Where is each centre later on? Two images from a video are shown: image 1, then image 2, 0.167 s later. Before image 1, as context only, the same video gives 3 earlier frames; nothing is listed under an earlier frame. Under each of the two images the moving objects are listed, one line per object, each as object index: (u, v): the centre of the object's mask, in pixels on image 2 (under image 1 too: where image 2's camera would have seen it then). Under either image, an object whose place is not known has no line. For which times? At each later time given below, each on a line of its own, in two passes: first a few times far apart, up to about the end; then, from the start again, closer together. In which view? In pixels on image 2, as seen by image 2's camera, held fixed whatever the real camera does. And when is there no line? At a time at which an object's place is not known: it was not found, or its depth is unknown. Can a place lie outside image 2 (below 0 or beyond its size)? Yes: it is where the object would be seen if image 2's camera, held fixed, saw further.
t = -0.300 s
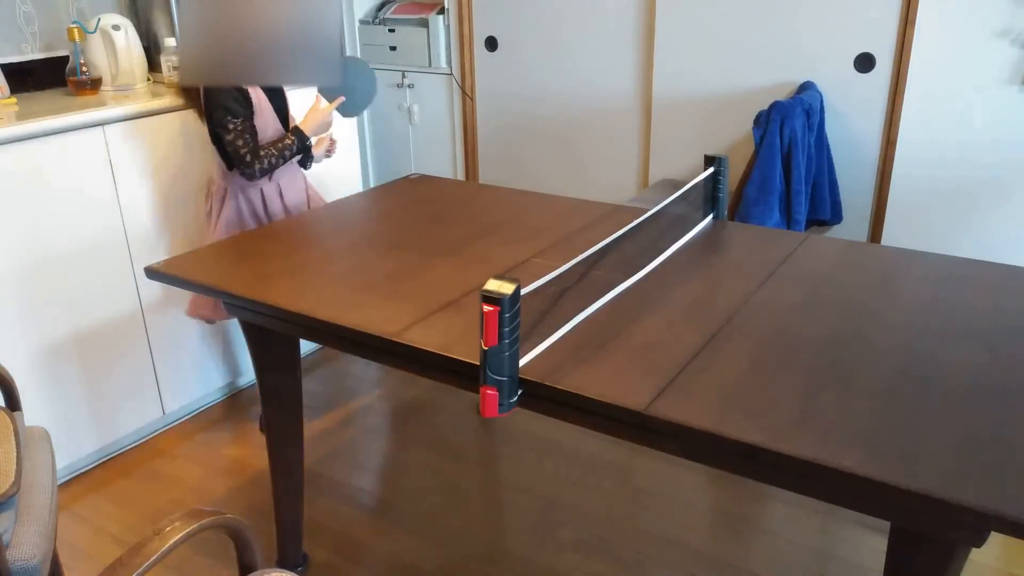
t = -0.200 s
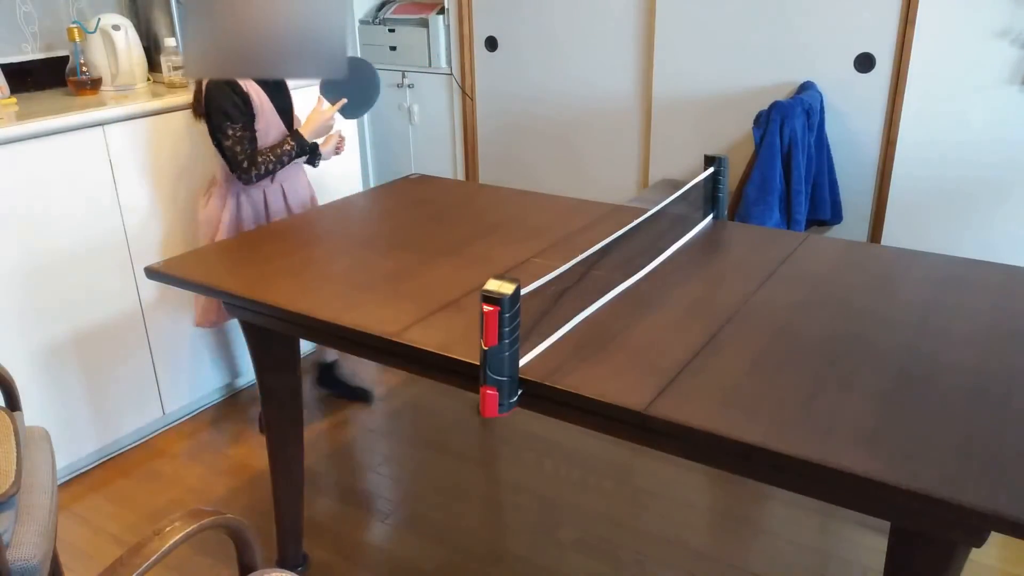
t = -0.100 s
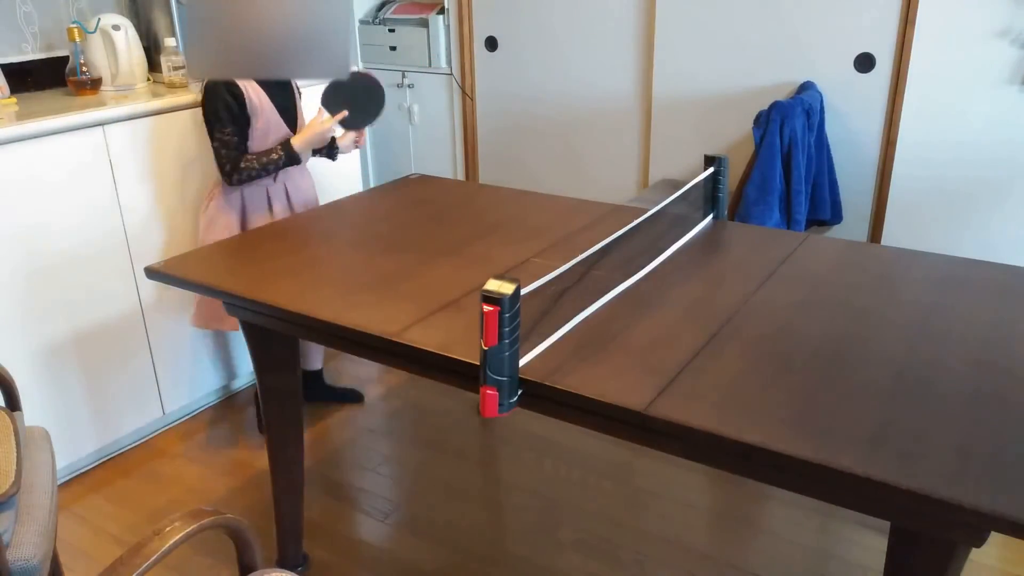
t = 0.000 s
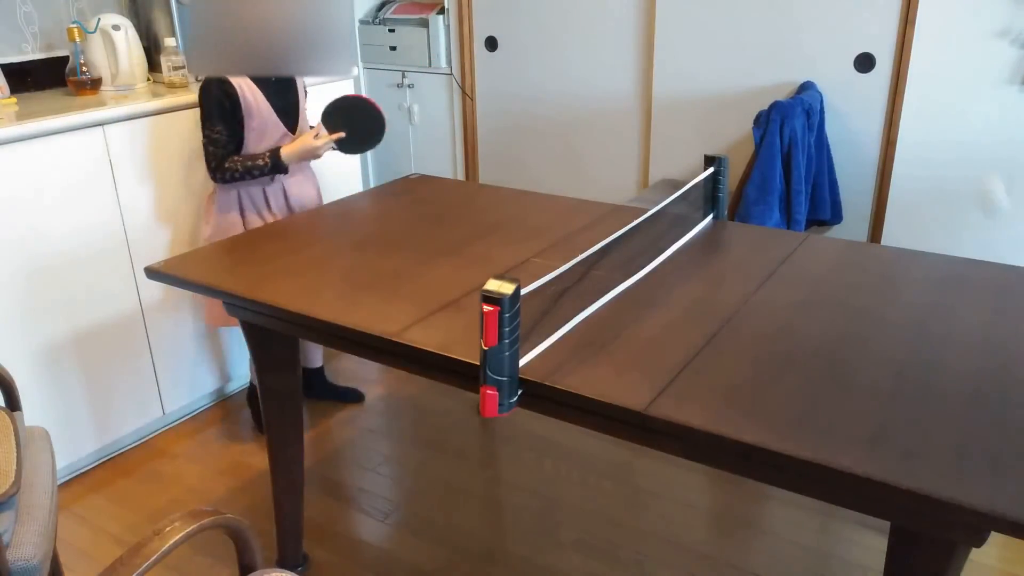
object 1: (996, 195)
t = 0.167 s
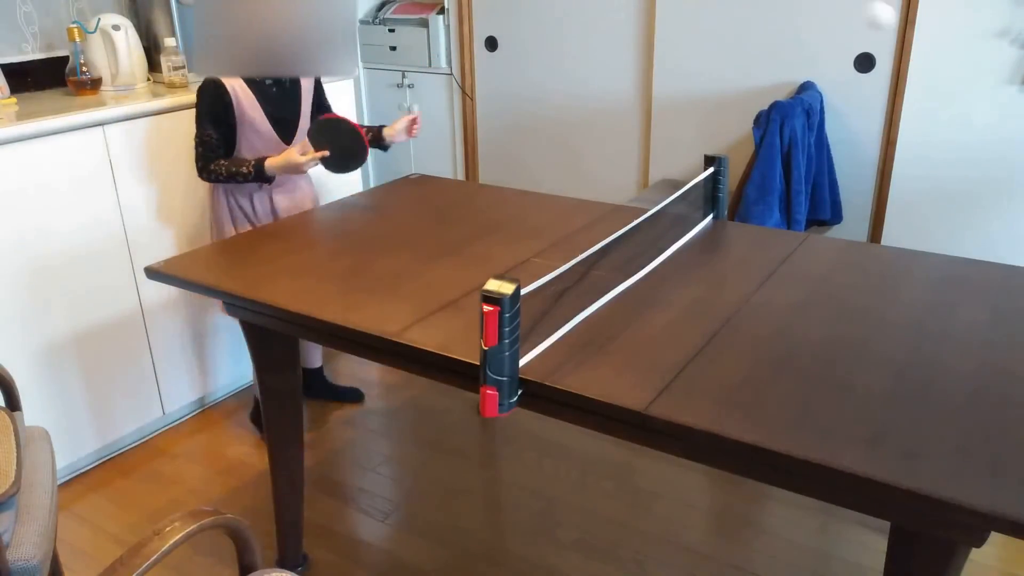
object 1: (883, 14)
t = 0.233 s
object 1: (835, 8)
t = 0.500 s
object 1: (676, 188)
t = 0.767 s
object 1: (719, 241)
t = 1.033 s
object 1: (792, 236)
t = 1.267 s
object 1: (851, 239)
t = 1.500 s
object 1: (909, 239)
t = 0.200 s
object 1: (858, 8)
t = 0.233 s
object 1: (835, 8)
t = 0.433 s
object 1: (707, 120)
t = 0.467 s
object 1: (691, 154)
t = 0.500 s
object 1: (676, 188)
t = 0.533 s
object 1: (670, 217)
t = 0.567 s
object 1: (669, 242)
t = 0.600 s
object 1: (677, 235)
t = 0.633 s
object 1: (687, 228)
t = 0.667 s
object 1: (695, 224)
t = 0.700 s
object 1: (704, 225)
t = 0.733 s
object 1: (711, 231)
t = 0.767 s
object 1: (719, 241)
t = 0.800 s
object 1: (728, 242)
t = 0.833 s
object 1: (738, 234)
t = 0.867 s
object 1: (747, 230)
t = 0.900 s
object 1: (756, 232)
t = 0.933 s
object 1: (763, 238)
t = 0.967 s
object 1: (771, 246)
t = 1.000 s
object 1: (782, 239)
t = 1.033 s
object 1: (792, 236)
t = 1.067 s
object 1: (801, 238)
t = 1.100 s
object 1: (809, 245)
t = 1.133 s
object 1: (818, 240)
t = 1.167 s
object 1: (826, 236)
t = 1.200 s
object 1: (834, 237)
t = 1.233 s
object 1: (842, 243)
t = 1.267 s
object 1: (851, 239)
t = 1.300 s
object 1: (860, 237)
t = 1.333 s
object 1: (868, 241)
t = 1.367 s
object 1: (875, 240)
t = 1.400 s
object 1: (883, 238)
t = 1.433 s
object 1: (891, 240)
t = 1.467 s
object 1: (899, 240)
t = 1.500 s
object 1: (909, 239)
